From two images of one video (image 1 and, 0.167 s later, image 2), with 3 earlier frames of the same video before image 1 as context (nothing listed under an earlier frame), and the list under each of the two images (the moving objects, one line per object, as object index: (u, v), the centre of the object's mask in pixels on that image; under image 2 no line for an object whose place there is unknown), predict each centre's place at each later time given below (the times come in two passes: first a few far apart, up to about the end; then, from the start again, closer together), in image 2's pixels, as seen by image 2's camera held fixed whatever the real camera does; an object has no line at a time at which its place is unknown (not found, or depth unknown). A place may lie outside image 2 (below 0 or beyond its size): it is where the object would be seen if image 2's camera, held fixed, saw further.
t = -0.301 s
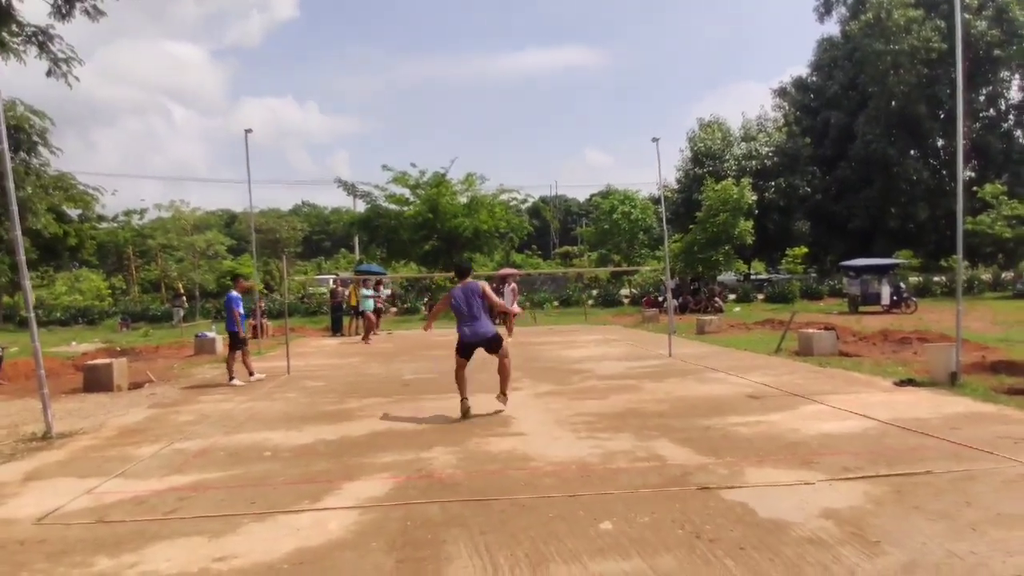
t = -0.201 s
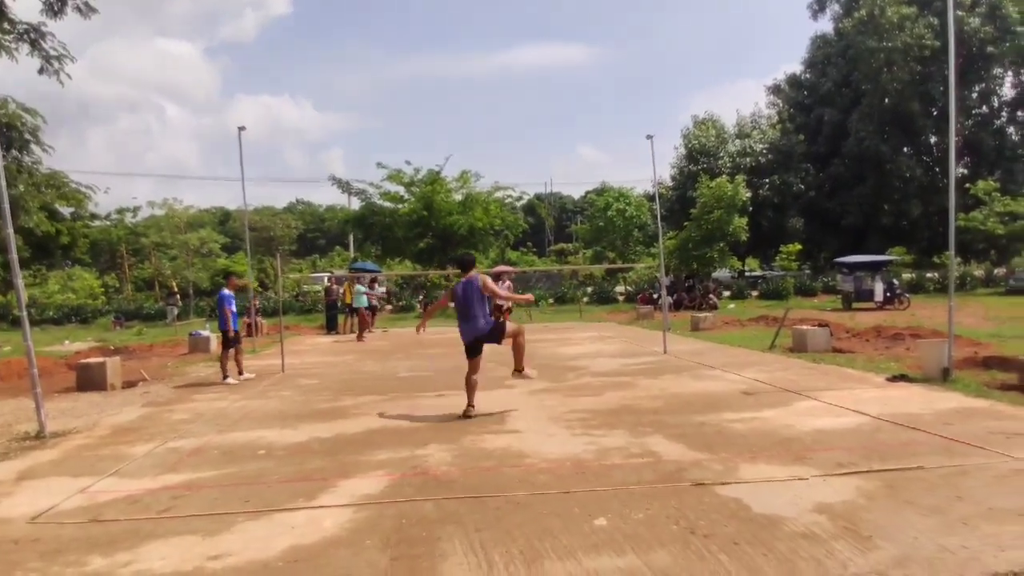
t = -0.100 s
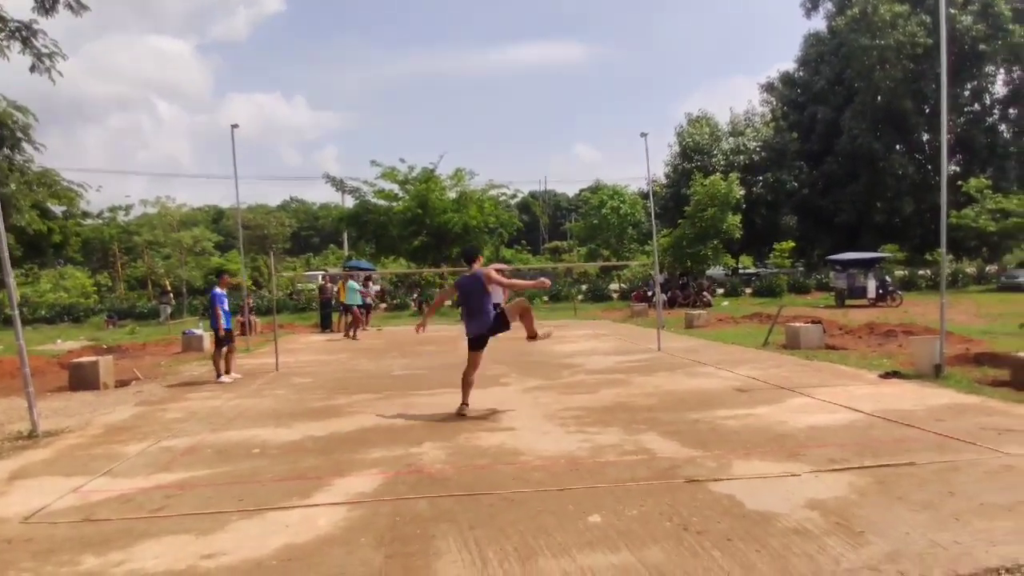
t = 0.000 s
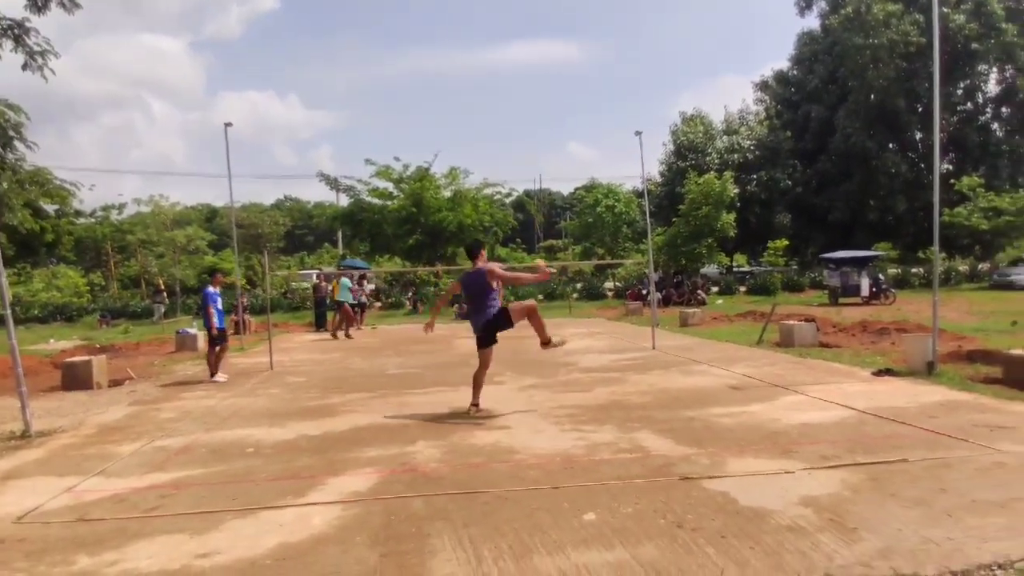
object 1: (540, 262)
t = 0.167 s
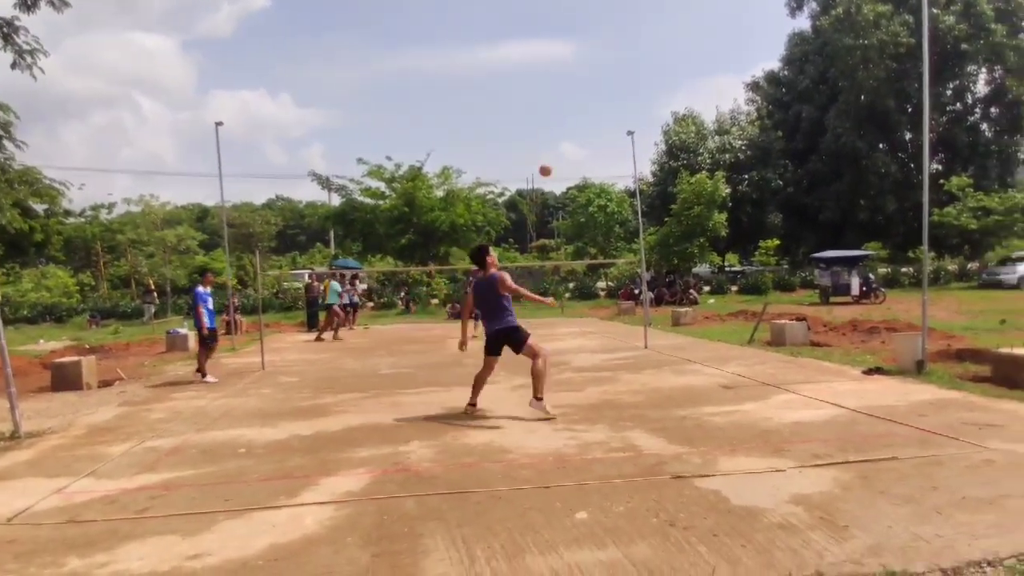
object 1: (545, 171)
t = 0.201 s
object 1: (548, 154)
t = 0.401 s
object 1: (568, 77)
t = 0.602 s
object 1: (590, 37)
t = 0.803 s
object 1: (614, 37)
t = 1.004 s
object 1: (640, 80)
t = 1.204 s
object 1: (669, 169)
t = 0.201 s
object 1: (548, 154)
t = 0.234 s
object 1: (551, 139)
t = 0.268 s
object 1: (555, 125)
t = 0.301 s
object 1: (558, 111)
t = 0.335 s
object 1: (561, 99)
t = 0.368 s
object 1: (565, 87)
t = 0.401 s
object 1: (568, 77)
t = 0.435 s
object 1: (572, 68)
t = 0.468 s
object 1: (575, 59)
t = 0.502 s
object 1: (579, 52)
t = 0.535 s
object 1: (583, 46)
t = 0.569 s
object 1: (586, 41)
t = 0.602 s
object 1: (590, 37)
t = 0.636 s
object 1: (594, 34)
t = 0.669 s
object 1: (598, 32)
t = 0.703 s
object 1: (602, 31)
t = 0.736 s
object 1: (606, 32)
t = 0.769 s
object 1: (610, 34)
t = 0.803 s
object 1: (614, 37)
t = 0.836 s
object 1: (619, 41)
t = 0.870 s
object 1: (623, 46)
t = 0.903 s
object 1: (627, 53)
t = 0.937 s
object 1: (631, 60)
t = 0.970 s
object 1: (636, 70)
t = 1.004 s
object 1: (640, 80)
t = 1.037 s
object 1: (645, 92)
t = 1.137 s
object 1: (658, 135)
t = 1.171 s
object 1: (664, 151)
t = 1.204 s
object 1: (669, 169)
